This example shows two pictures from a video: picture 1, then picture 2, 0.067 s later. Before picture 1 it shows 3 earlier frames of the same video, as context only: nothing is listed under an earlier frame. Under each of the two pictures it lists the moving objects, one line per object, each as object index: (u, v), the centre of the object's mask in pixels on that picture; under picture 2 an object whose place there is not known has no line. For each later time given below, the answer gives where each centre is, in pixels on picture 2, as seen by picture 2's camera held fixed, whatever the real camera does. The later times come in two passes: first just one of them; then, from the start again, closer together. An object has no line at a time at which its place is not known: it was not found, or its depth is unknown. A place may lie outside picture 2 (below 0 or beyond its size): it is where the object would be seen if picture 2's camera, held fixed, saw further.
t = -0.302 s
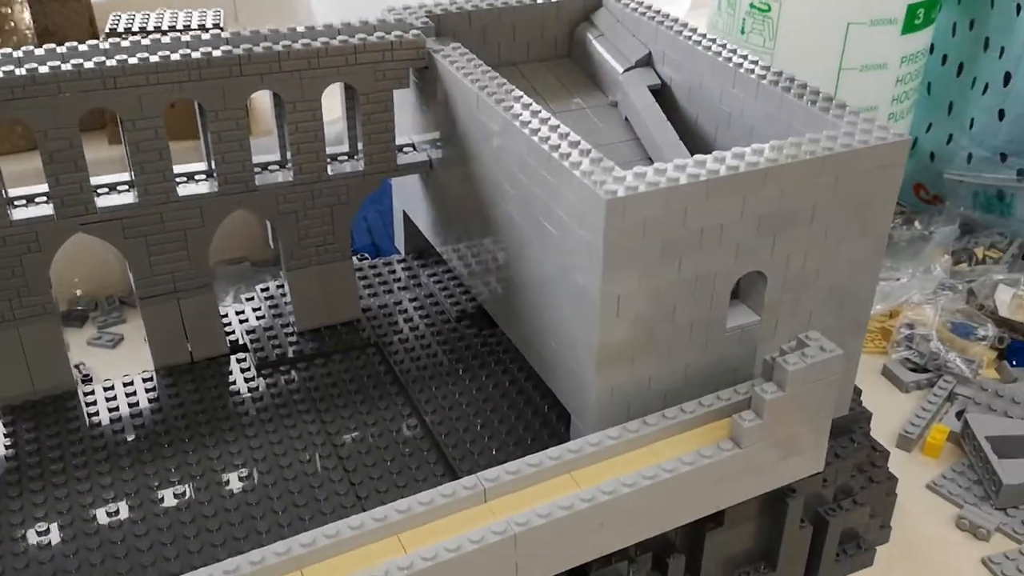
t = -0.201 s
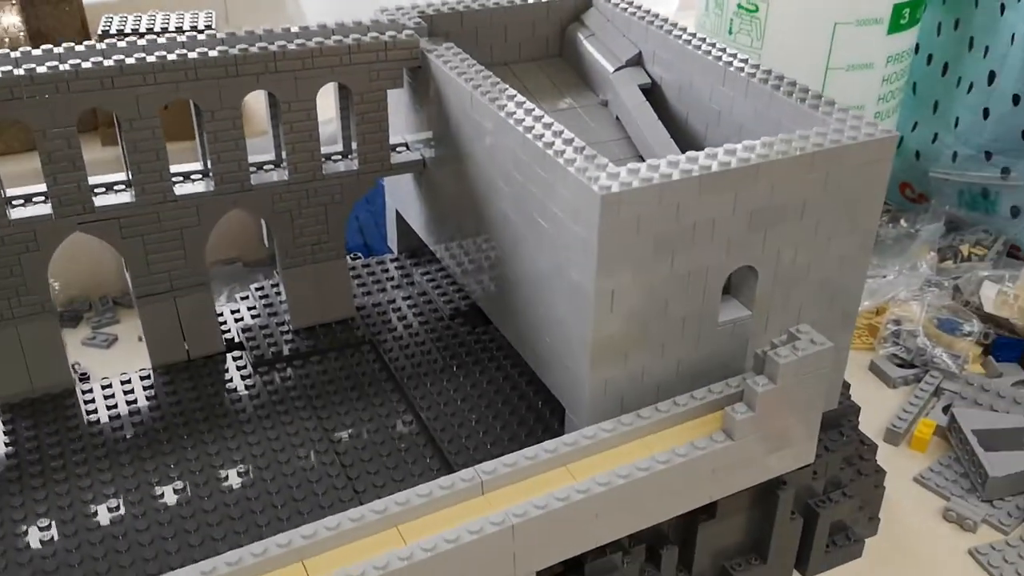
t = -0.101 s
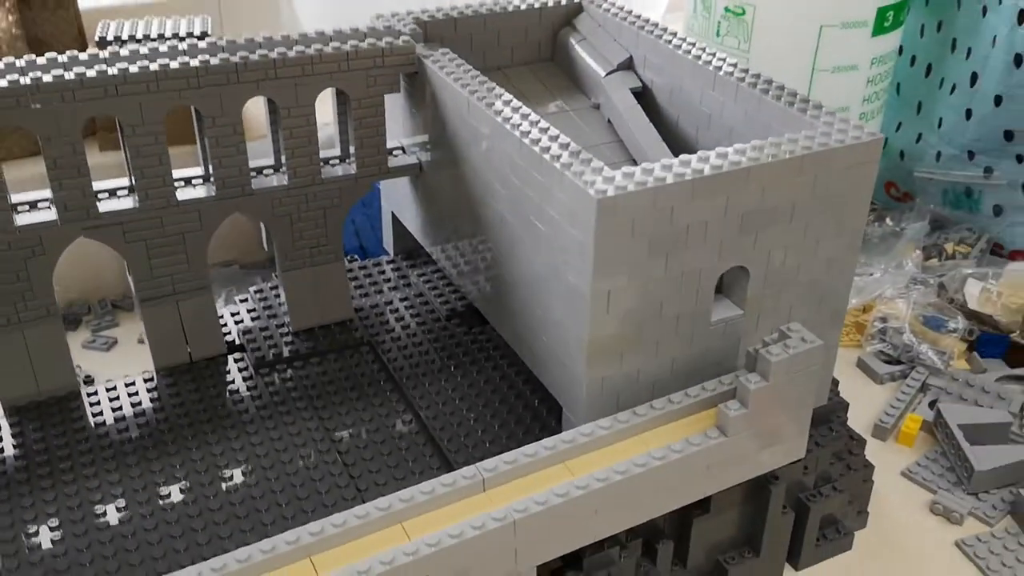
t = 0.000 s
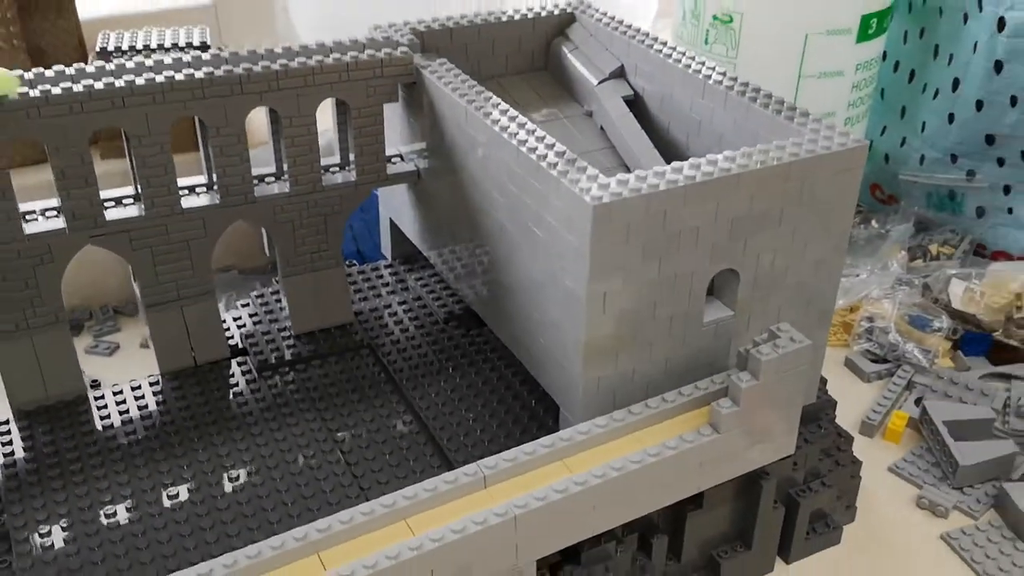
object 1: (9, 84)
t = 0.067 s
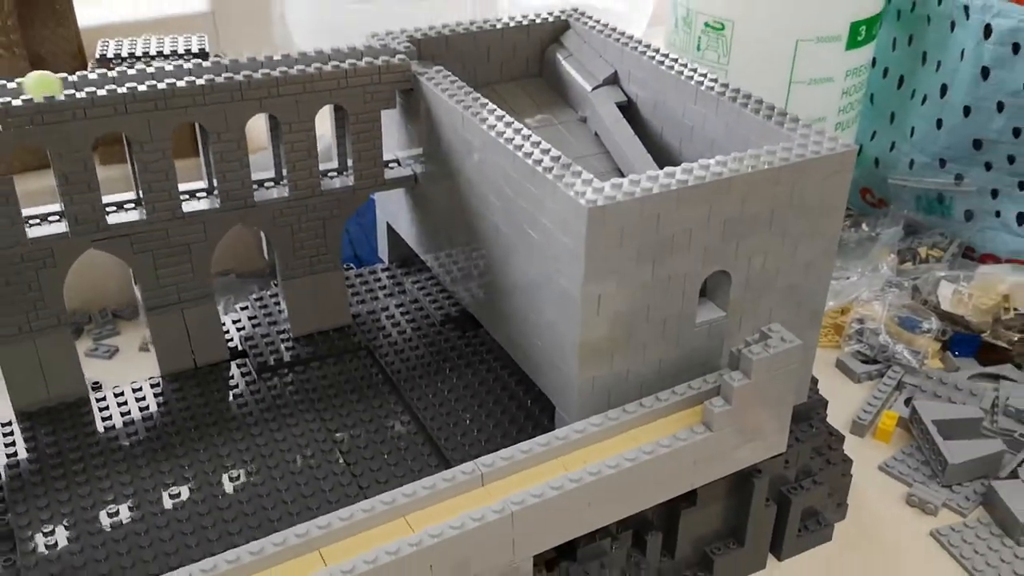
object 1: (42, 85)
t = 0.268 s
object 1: (155, 71)
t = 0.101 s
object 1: (61, 83)
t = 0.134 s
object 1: (79, 80)
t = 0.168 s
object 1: (99, 78)
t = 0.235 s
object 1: (137, 74)
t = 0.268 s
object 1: (155, 71)
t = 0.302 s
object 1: (174, 69)
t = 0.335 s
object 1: (193, 67)
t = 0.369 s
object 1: (212, 65)
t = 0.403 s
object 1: (231, 63)
